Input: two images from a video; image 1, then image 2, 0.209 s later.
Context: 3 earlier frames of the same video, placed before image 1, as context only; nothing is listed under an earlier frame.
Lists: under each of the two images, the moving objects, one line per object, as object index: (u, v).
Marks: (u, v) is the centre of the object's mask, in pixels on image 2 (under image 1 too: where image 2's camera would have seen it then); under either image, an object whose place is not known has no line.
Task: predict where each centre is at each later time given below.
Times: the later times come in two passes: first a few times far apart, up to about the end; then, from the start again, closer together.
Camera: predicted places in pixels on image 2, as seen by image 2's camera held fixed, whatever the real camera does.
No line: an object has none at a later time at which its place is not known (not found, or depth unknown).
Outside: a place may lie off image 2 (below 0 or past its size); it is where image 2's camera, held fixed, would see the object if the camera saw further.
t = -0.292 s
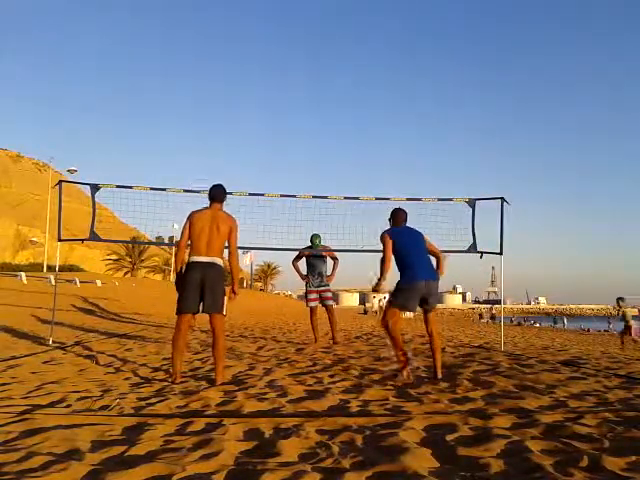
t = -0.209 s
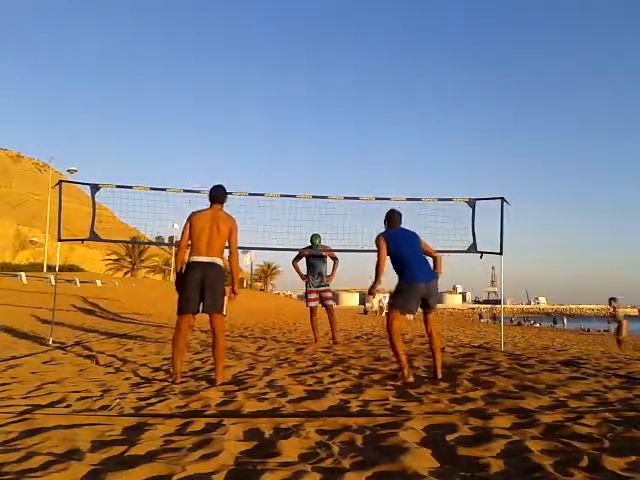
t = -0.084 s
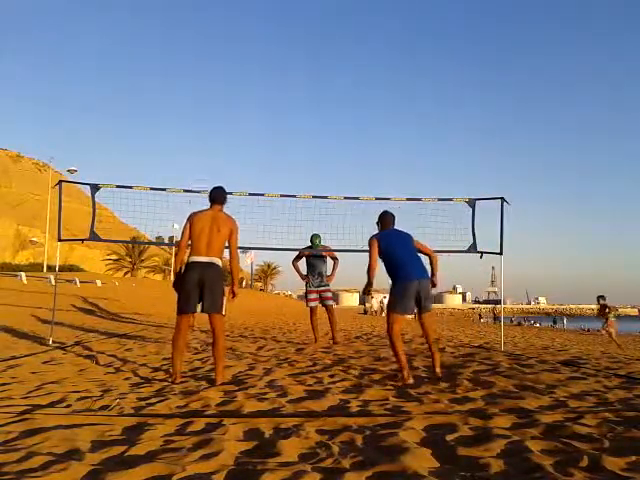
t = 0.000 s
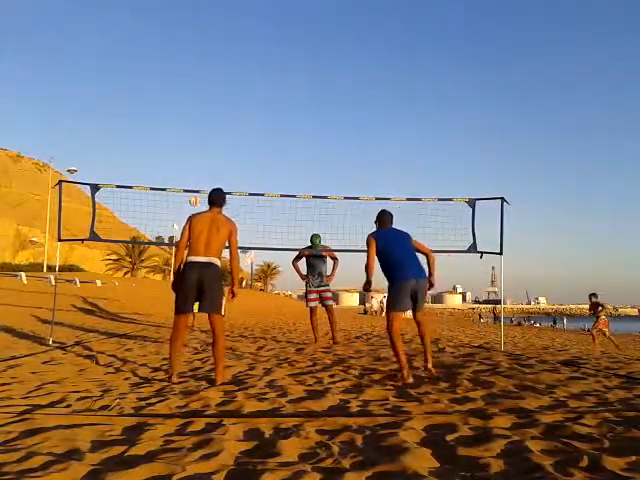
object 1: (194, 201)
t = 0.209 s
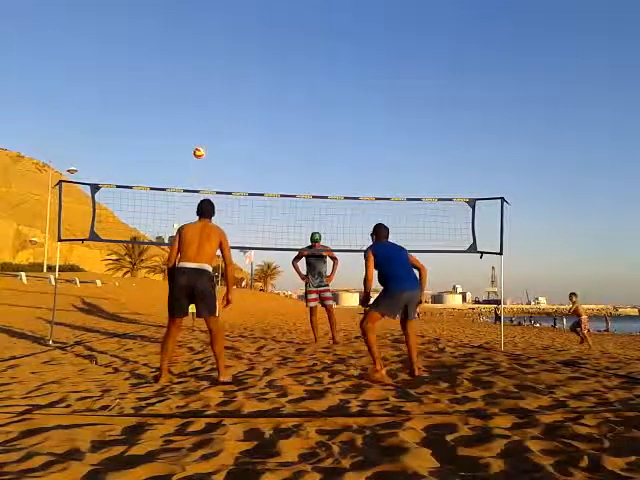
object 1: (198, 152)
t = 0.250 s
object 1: (199, 145)
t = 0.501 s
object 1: (211, 101)
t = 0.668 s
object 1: (217, 84)
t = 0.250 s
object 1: (199, 145)
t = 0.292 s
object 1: (201, 137)
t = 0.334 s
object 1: (202, 129)
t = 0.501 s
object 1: (211, 101)
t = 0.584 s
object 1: (214, 90)
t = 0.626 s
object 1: (215, 88)
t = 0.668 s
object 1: (217, 84)
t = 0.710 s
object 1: (218, 83)
